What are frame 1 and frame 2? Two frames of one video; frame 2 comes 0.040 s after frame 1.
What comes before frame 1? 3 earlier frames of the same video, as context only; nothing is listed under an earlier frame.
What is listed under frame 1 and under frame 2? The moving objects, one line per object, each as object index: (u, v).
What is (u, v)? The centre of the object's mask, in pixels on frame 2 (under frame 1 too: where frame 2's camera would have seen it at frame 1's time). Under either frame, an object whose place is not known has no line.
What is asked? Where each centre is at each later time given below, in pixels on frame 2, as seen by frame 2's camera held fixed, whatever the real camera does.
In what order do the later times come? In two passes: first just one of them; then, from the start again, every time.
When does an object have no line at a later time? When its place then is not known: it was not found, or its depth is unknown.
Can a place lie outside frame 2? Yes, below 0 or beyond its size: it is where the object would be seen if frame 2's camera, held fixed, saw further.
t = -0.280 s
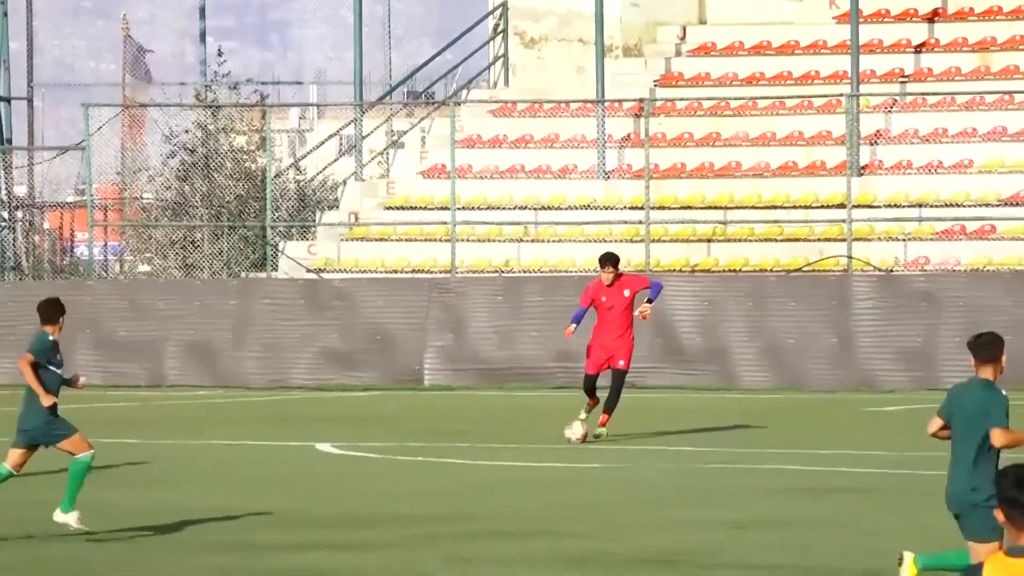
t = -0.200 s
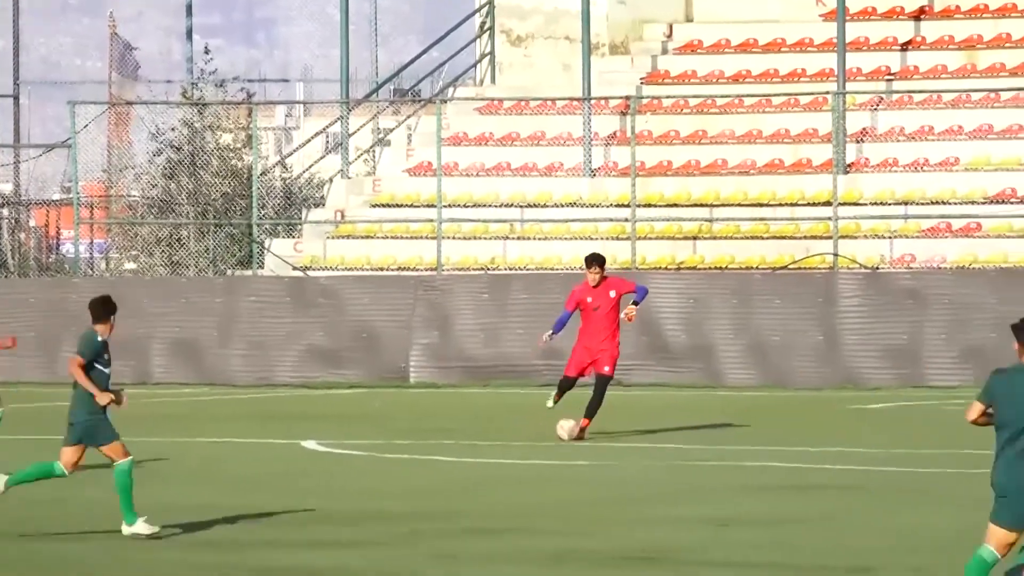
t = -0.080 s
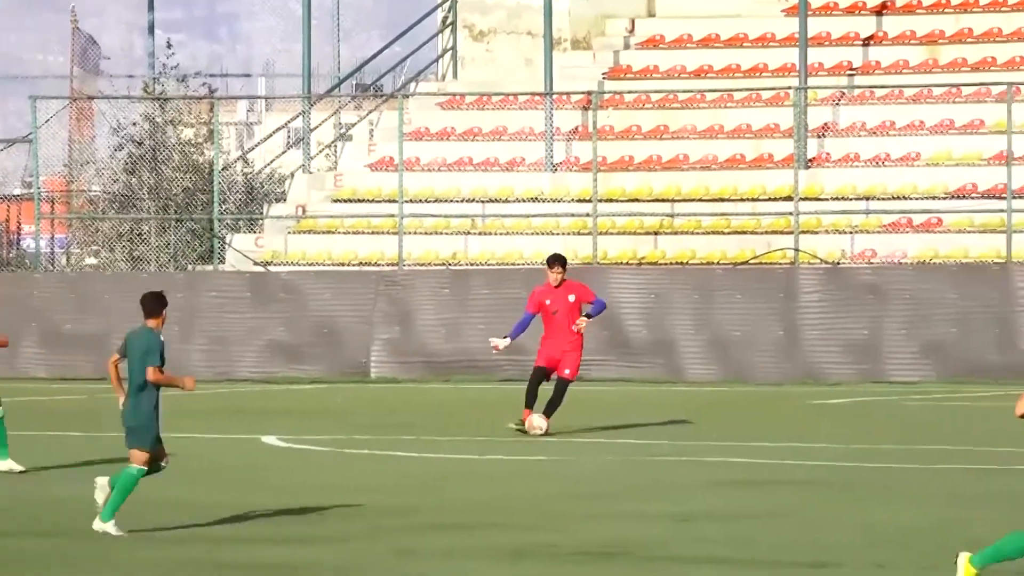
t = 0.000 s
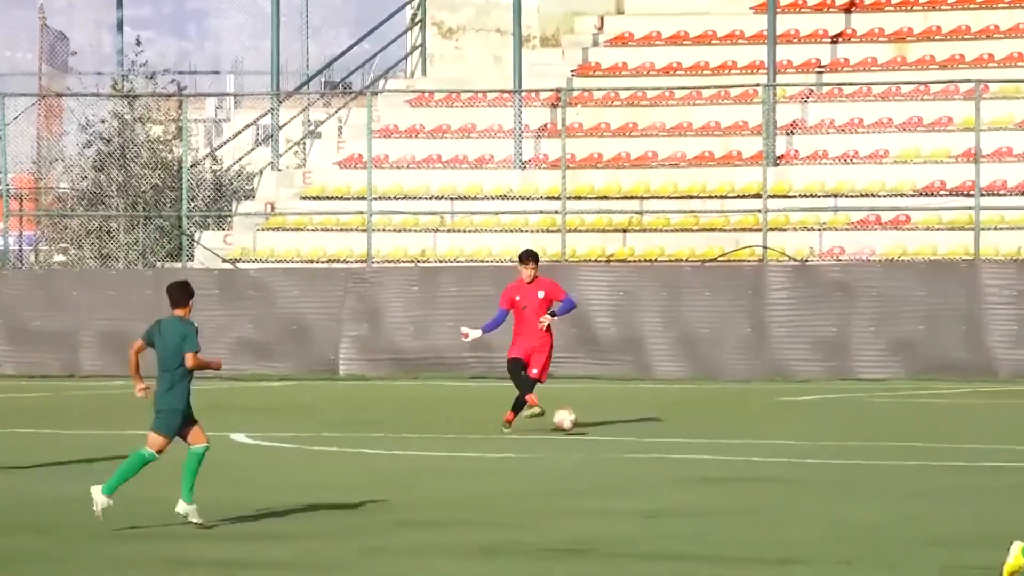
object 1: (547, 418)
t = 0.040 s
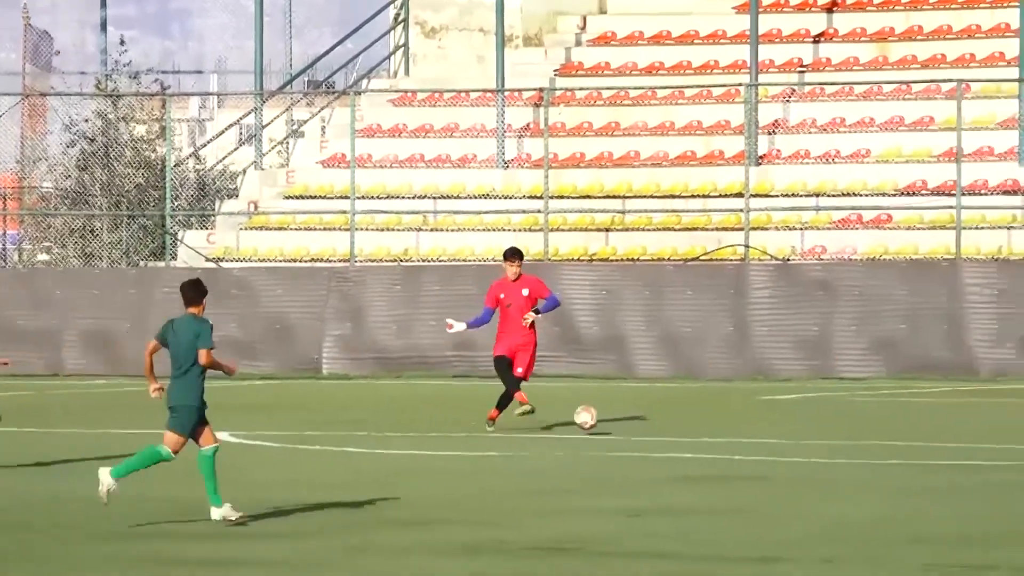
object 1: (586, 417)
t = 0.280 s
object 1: (823, 427)
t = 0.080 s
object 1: (626, 418)
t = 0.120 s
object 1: (666, 422)
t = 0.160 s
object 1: (706, 427)
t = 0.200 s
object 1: (747, 432)
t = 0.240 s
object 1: (785, 429)
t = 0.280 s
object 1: (823, 427)
